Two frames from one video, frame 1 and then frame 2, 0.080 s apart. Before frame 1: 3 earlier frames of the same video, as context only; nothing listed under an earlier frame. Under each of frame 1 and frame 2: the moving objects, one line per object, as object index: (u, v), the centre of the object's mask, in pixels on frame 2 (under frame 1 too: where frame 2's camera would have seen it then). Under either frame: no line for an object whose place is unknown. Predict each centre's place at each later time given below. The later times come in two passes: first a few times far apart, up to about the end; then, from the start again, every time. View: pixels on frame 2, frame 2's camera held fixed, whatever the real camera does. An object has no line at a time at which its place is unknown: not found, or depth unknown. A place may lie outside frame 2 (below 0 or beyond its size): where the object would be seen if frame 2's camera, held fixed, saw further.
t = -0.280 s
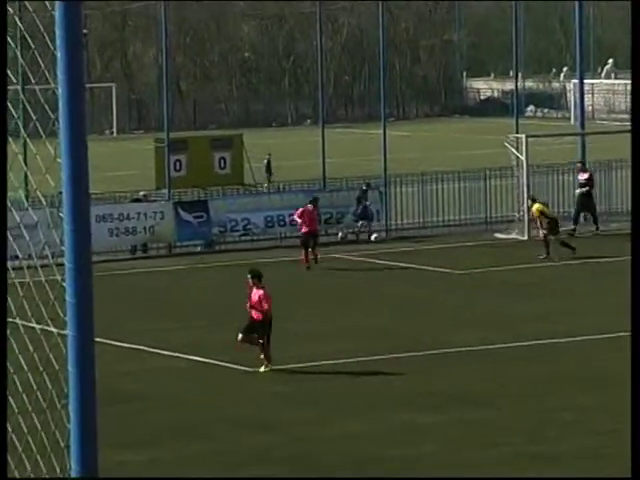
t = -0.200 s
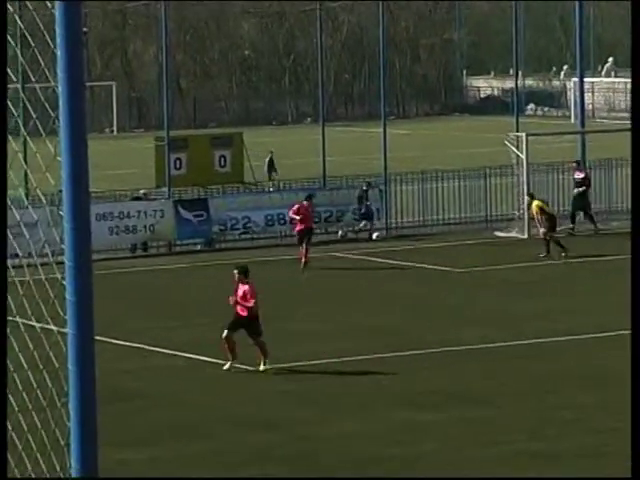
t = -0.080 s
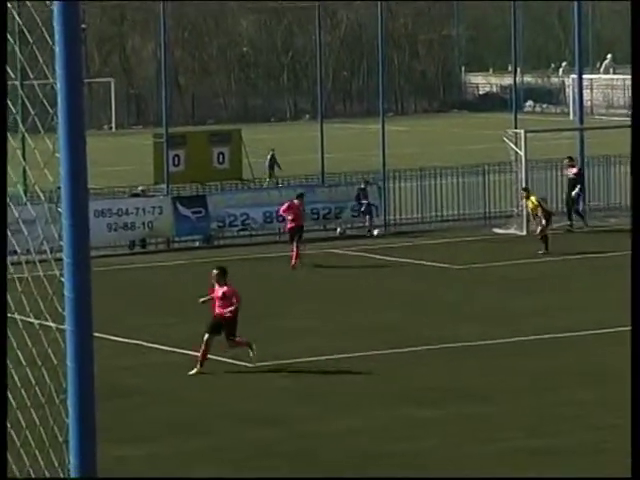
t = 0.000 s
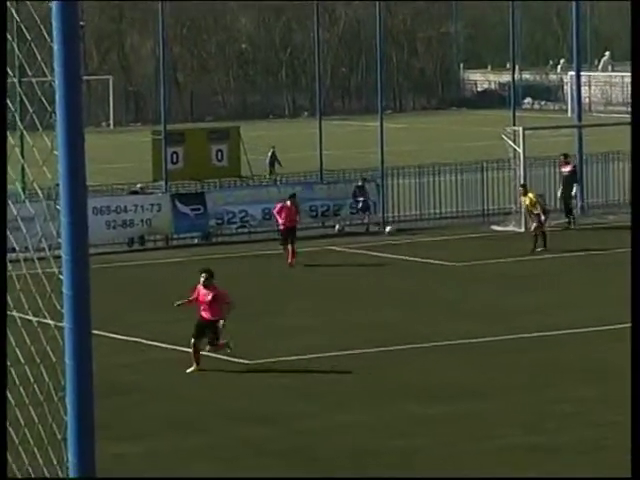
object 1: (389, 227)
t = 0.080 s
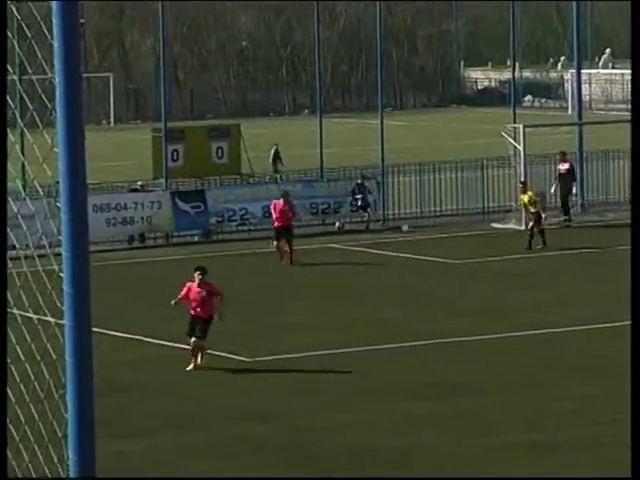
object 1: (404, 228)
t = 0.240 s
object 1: (433, 227)
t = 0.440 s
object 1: (464, 228)
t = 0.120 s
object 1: (413, 228)
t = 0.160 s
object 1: (420, 228)
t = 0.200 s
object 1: (427, 227)
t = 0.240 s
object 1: (433, 227)
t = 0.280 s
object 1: (440, 228)
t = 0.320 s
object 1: (446, 228)
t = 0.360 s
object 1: (452, 228)
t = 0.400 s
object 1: (458, 228)
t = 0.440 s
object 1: (464, 228)
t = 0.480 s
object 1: (471, 229)
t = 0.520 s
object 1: (477, 229)
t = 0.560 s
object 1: (482, 229)
